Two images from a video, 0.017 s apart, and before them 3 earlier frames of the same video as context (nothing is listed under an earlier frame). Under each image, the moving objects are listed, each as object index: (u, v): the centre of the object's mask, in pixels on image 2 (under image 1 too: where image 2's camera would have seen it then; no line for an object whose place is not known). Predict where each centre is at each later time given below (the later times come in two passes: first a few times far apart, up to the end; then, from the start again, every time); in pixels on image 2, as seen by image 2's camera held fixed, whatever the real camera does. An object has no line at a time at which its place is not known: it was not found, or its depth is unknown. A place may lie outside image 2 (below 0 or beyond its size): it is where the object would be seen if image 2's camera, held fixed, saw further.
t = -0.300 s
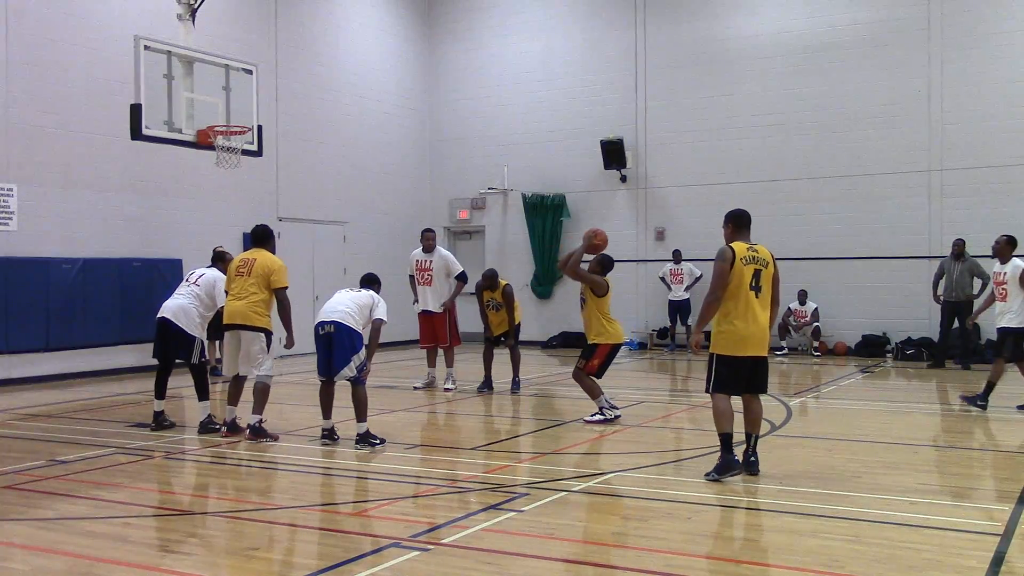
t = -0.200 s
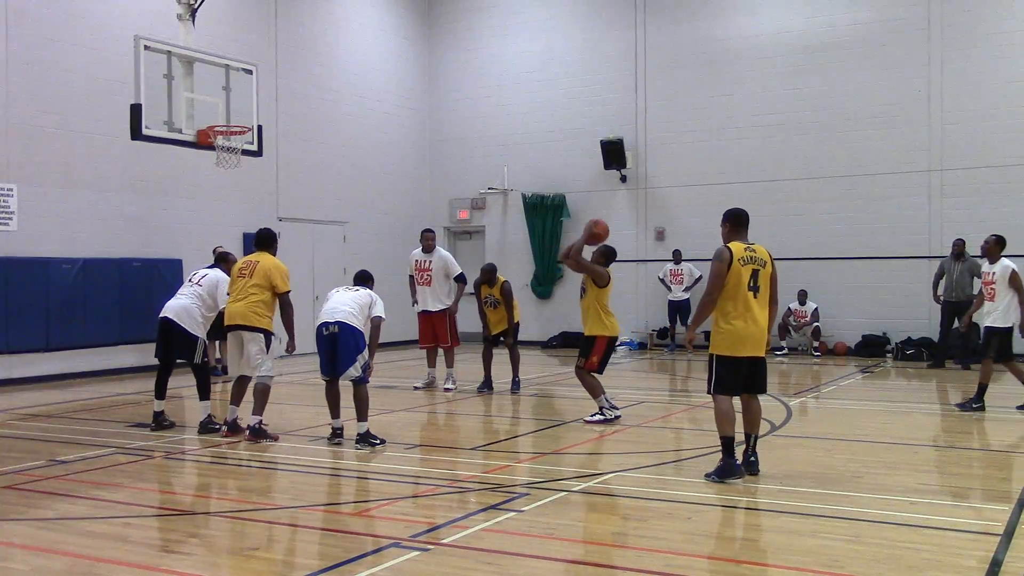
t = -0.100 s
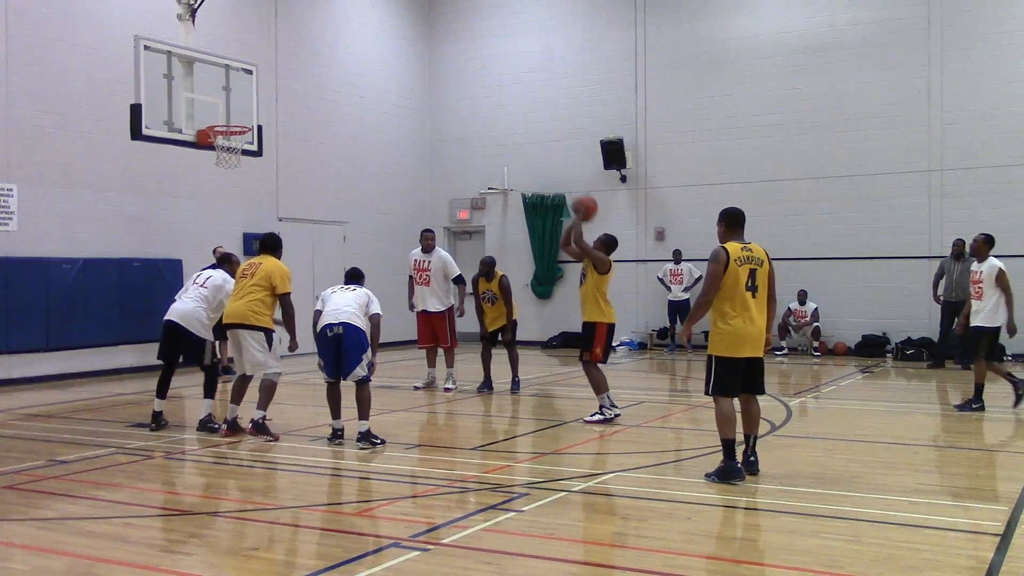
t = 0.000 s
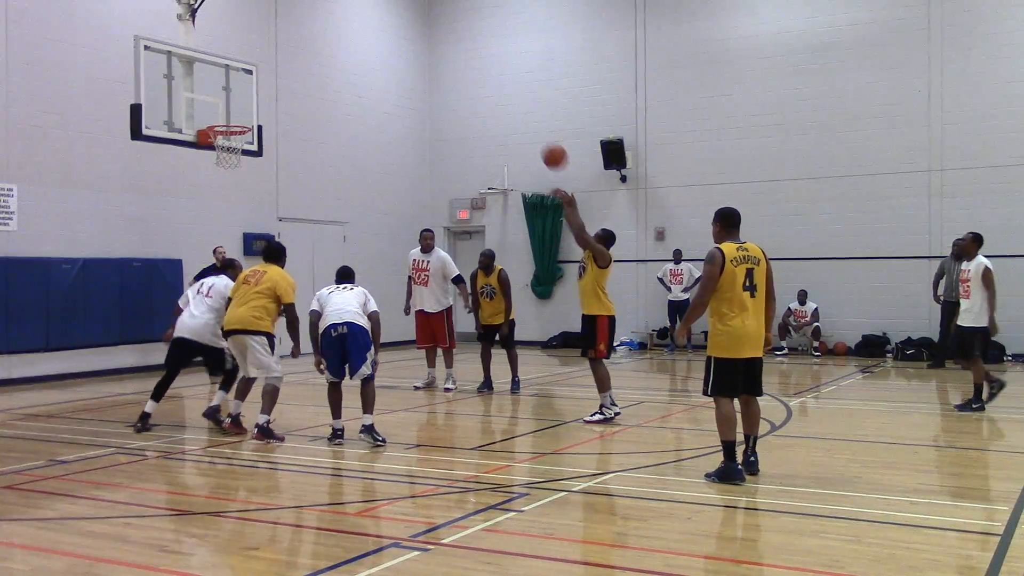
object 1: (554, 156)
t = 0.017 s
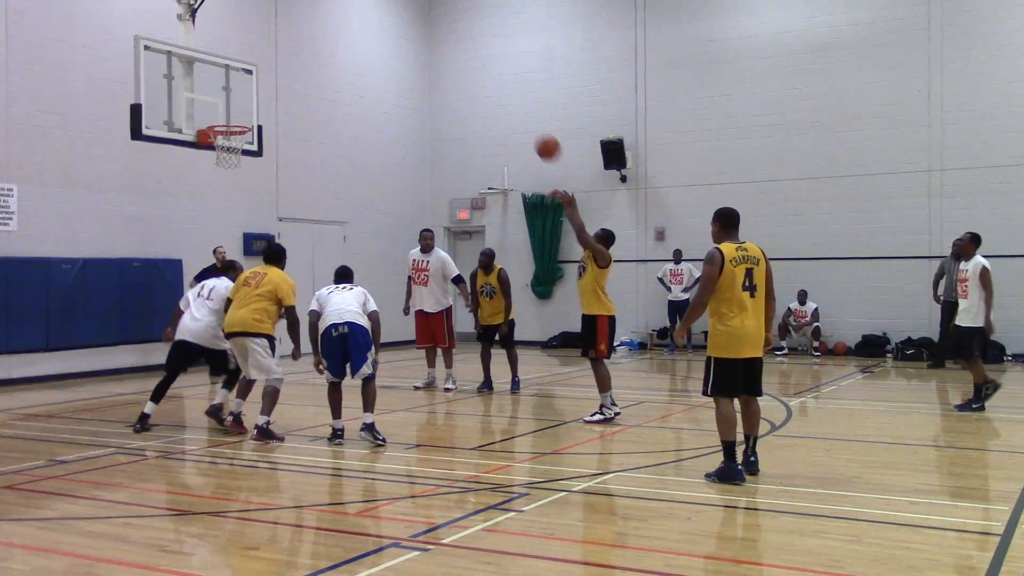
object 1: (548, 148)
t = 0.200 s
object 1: (478, 74)
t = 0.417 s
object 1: (403, 34)
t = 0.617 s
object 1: (340, 37)
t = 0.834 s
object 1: (276, 81)
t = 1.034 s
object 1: (225, 135)
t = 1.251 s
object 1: (212, 176)
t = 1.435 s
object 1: (206, 237)
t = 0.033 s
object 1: (541, 139)
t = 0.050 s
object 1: (535, 131)
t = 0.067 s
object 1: (528, 124)
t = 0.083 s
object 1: (522, 116)
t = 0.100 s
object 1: (515, 109)
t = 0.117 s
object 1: (509, 103)
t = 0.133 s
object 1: (503, 96)
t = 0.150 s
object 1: (497, 91)
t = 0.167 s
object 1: (491, 85)
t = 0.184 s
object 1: (484, 79)
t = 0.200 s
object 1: (478, 74)
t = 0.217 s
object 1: (472, 69)
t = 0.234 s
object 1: (466, 65)
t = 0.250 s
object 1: (460, 60)
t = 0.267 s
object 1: (454, 57)
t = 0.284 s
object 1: (448, 53)
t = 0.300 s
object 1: (442, 50)
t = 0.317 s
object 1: (437, 47)
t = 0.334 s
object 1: (431, 44)
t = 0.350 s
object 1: (425, 41)
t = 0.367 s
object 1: (420, 39)
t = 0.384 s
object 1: (414, 37)
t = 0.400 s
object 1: (408, 35)
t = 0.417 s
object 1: (403, 34)
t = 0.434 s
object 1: (398, 33)
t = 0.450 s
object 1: (392, 32)
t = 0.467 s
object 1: (387, 31)
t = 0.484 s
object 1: (381, 31)
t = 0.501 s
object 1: (376, 31)
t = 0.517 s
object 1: (371, 31)
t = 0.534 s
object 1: (365, 31)
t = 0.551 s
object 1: (360, 32)
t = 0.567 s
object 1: (355, 33)
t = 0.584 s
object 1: (350, 34)
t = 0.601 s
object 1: (345, 36)
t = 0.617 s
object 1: (340, 37)
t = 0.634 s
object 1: (335, 39)
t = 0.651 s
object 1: (329, 42)
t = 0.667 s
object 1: (324, 44)
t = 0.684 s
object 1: (319, 47)
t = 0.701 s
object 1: (314, 50)
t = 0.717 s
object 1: (309, 53)
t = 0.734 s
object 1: (304, 56)
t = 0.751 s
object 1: (300, 60)
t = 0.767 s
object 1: (295, 64)
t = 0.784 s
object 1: (290, 68)
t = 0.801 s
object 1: (285, 72)
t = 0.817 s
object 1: (281, 76)
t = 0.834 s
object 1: (276, 81)
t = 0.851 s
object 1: (272, 86)
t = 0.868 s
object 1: (267, 91)
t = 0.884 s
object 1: (262, 96)
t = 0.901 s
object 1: (258, 102)
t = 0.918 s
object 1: (253, 108)
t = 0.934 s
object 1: (248, 113)
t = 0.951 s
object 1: (244, 118)
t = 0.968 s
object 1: (241, 120)
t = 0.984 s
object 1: (237, 124)
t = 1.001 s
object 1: (233, 129)
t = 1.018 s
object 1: (228, 133)
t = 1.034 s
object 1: (225, 135)
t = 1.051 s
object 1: (222, 136)
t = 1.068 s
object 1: (219, 137)
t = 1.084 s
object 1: (220, 142)
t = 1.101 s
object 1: (219, 146)
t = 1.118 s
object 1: (217, 148)
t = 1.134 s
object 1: (216, 151)
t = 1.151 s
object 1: (216, 155)
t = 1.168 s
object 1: (214, 160)
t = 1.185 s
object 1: (215, 162)
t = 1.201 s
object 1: (214, 165)
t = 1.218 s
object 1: (213, 168)
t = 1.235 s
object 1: (213, 171)
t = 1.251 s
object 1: (212, 176)
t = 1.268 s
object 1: (212, 180)
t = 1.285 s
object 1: (211, 184)
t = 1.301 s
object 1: (211, 189)
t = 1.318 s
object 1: (210, 194)
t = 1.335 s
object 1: (209, 200)
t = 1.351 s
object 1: (209, 205)
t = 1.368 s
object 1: (208, 211)
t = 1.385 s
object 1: (208, 217)
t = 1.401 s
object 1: (207, 224)
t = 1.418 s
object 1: (206, 230)
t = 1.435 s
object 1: (206, 237)
